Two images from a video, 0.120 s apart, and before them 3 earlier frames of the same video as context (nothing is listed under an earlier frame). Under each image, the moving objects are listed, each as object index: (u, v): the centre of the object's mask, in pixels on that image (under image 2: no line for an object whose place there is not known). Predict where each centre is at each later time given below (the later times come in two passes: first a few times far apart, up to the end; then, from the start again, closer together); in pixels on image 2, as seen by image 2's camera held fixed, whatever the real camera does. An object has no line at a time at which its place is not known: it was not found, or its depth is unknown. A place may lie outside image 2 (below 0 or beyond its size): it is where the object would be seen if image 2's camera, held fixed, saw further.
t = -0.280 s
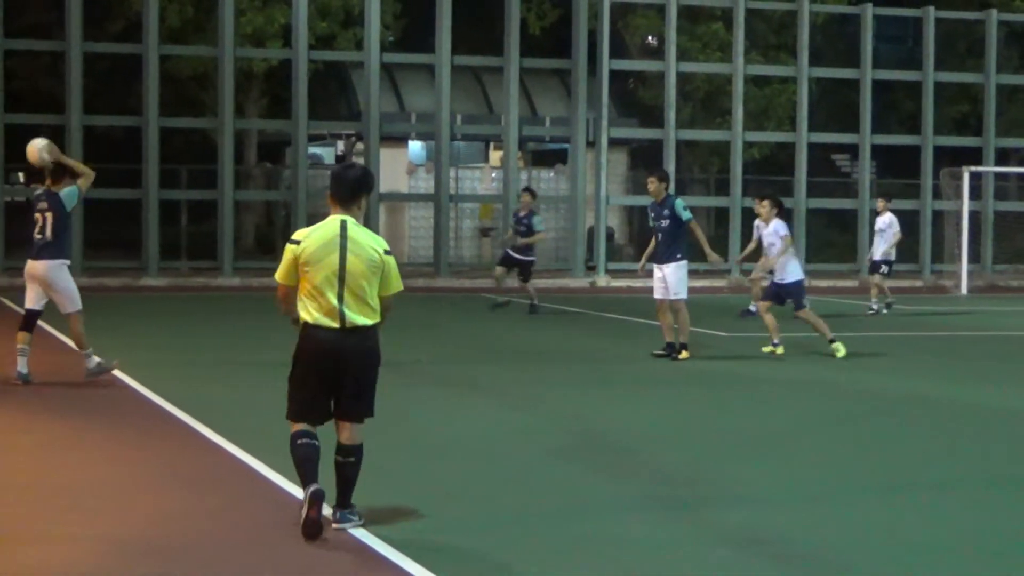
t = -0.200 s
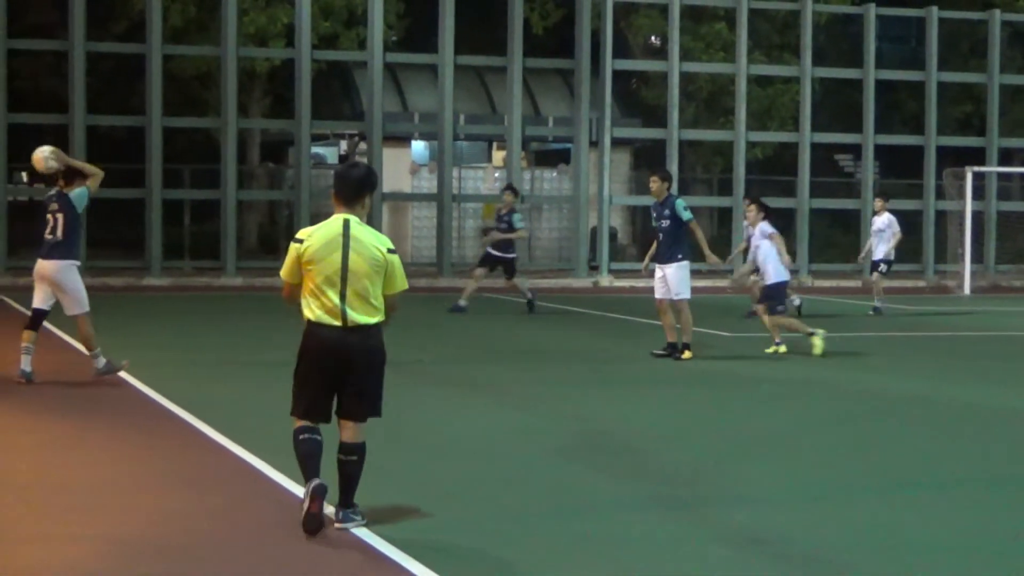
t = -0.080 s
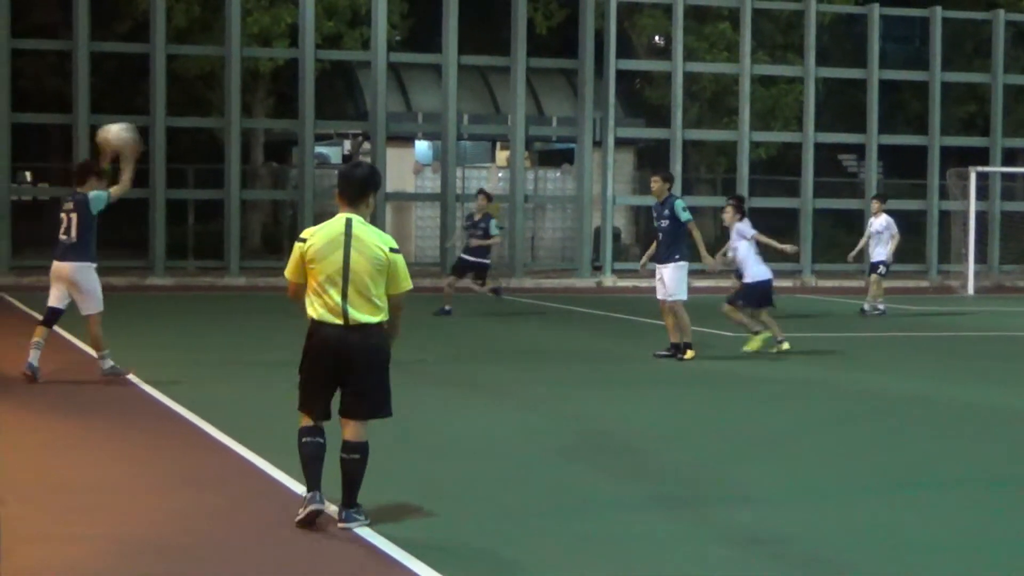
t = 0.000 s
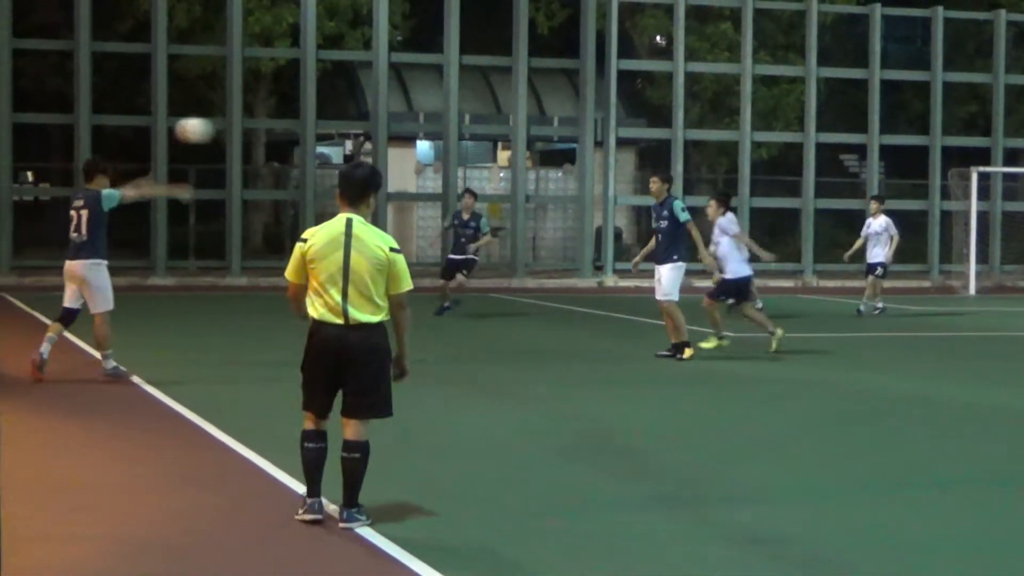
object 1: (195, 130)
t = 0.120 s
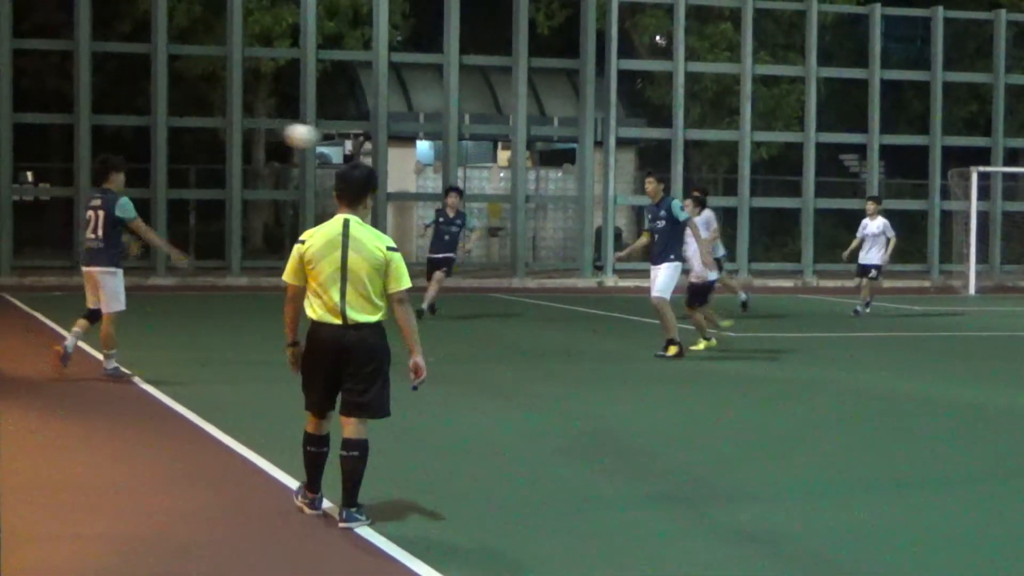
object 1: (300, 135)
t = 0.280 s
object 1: (432, 169)
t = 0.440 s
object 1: (548, 223)
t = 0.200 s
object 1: (367, 149)
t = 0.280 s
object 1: (432, 169)
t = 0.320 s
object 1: (459, 179)
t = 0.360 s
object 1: (490, 193)
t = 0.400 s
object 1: (520, 208)
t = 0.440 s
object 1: (548, 223)
